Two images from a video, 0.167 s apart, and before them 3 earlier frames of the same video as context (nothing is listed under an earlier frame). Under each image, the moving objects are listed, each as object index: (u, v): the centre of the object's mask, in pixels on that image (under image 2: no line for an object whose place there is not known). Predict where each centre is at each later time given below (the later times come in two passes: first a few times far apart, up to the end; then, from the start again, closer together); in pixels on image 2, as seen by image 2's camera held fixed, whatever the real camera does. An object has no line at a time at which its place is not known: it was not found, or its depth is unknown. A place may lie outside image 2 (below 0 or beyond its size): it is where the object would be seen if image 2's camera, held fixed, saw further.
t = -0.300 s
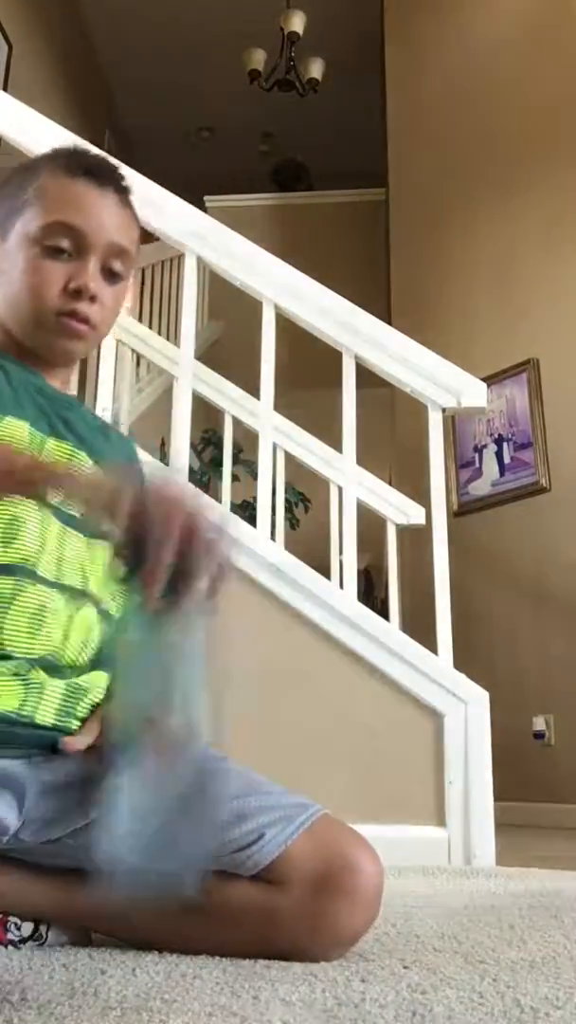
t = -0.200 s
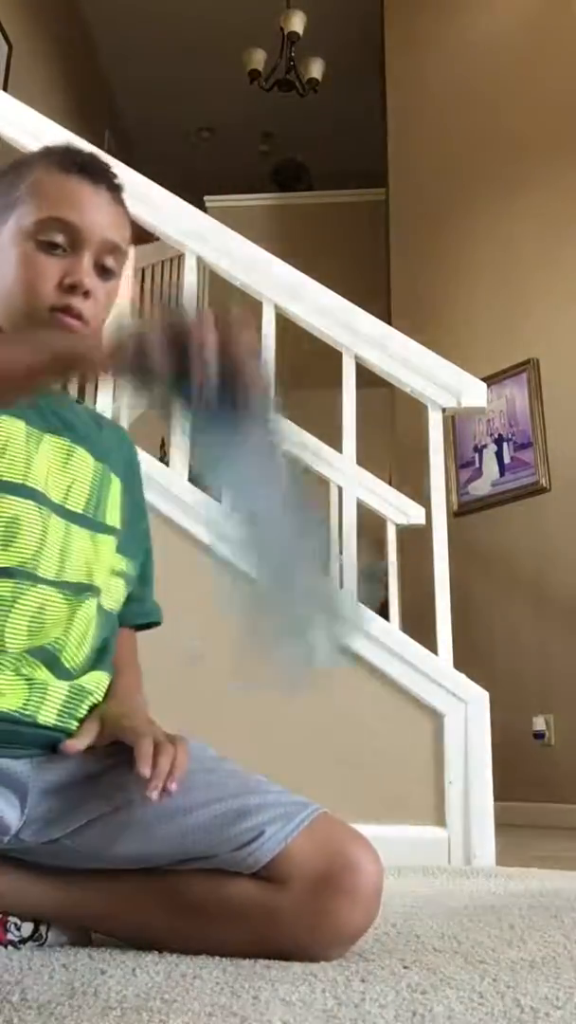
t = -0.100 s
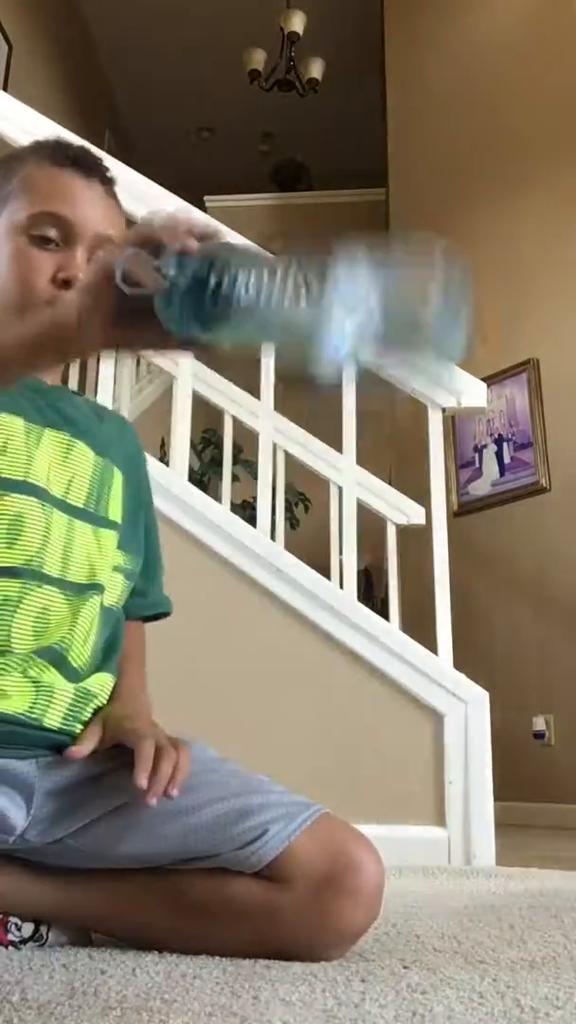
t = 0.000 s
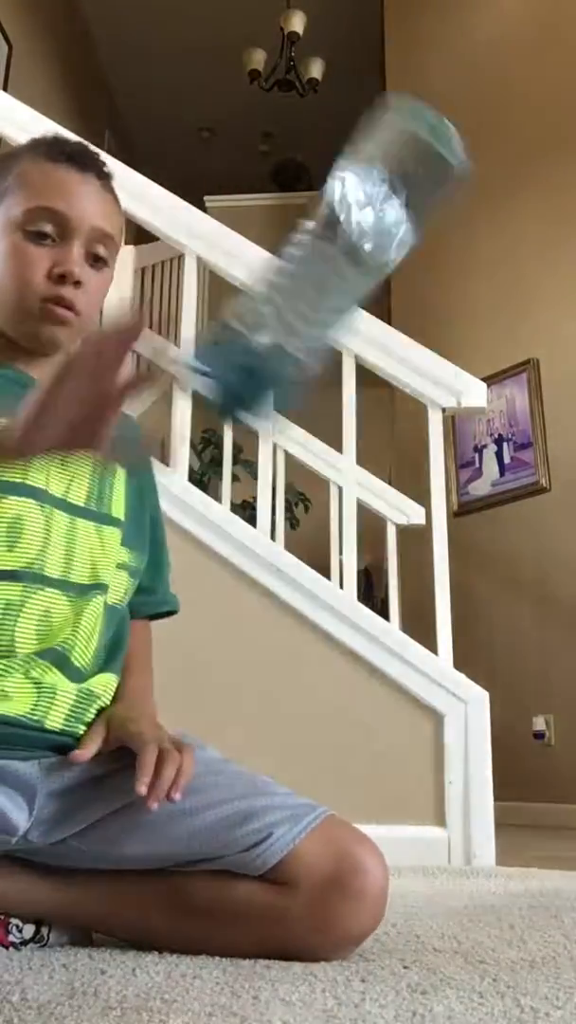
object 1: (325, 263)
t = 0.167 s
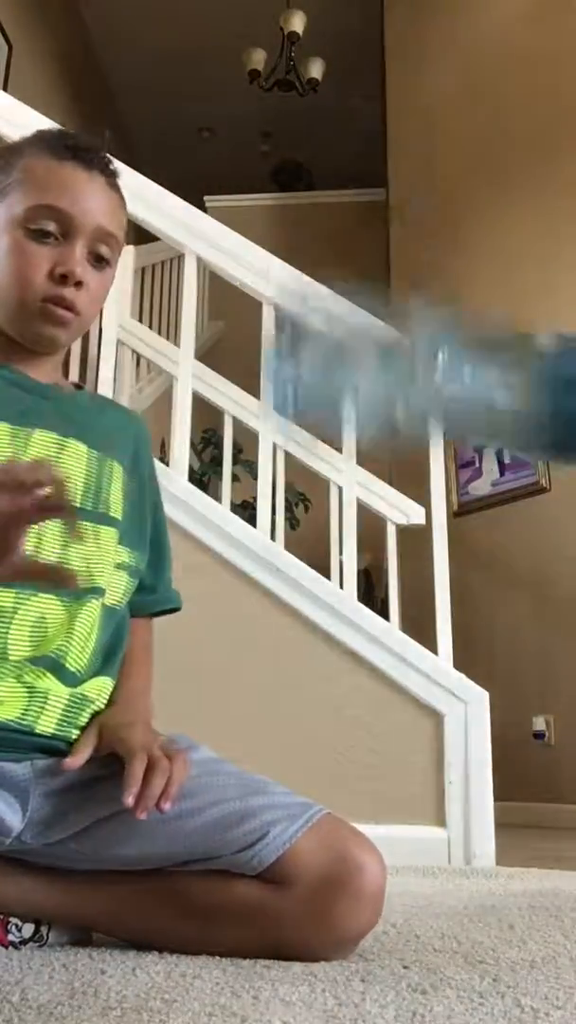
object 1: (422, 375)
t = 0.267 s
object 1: (436, 659)
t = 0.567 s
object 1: (266, 877)
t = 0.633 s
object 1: (205, 946)
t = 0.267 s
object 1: (436, 659)
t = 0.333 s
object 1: (424, 824)
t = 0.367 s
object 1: (398, 822)
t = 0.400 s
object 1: (383, 828)
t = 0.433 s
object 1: (368, 837)
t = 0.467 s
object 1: (349, 840)
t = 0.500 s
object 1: (326, 847)
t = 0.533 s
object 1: (300, 860)
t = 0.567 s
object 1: (266, 877)
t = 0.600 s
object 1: (232, 909)
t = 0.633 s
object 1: (205, 946)
